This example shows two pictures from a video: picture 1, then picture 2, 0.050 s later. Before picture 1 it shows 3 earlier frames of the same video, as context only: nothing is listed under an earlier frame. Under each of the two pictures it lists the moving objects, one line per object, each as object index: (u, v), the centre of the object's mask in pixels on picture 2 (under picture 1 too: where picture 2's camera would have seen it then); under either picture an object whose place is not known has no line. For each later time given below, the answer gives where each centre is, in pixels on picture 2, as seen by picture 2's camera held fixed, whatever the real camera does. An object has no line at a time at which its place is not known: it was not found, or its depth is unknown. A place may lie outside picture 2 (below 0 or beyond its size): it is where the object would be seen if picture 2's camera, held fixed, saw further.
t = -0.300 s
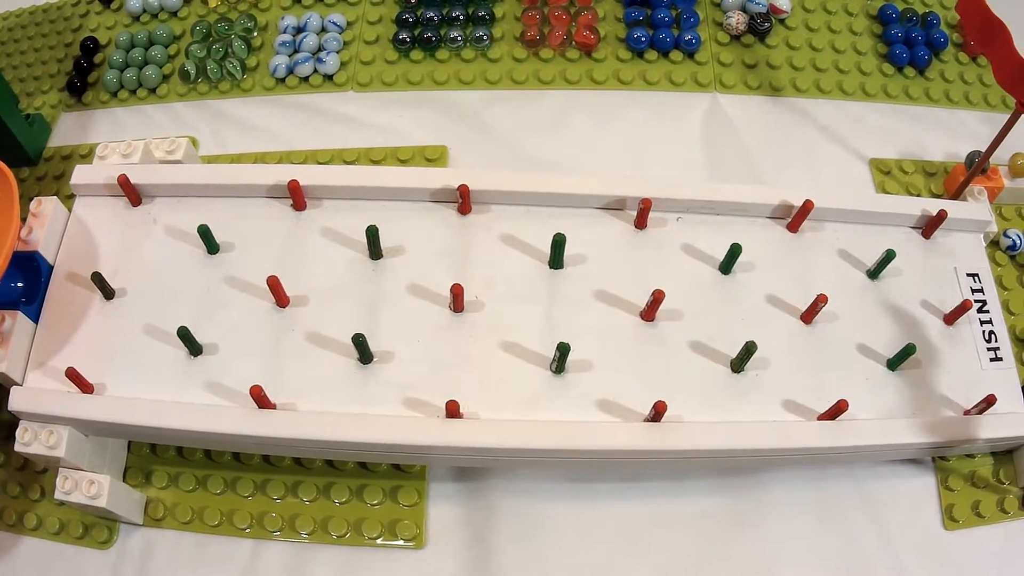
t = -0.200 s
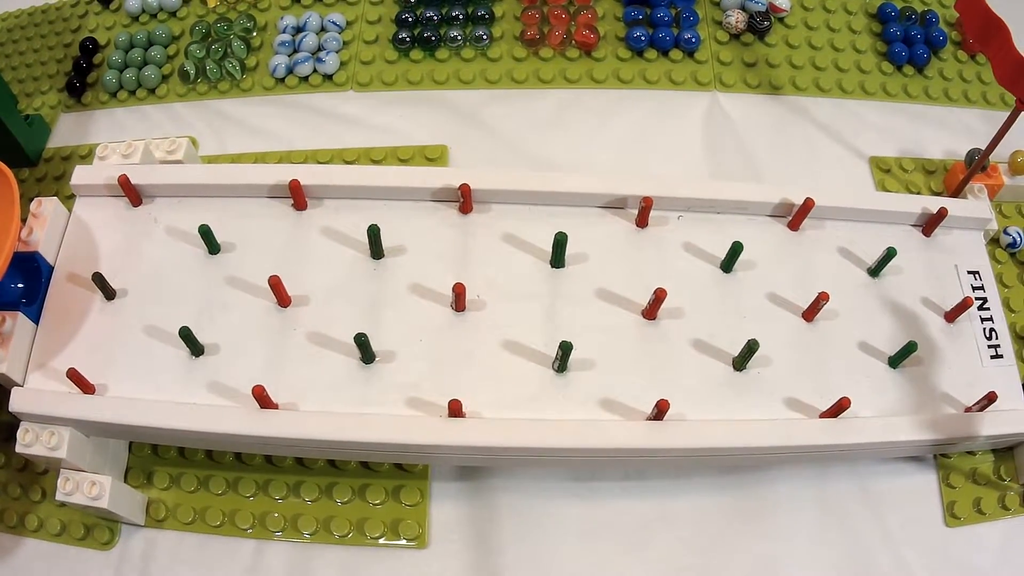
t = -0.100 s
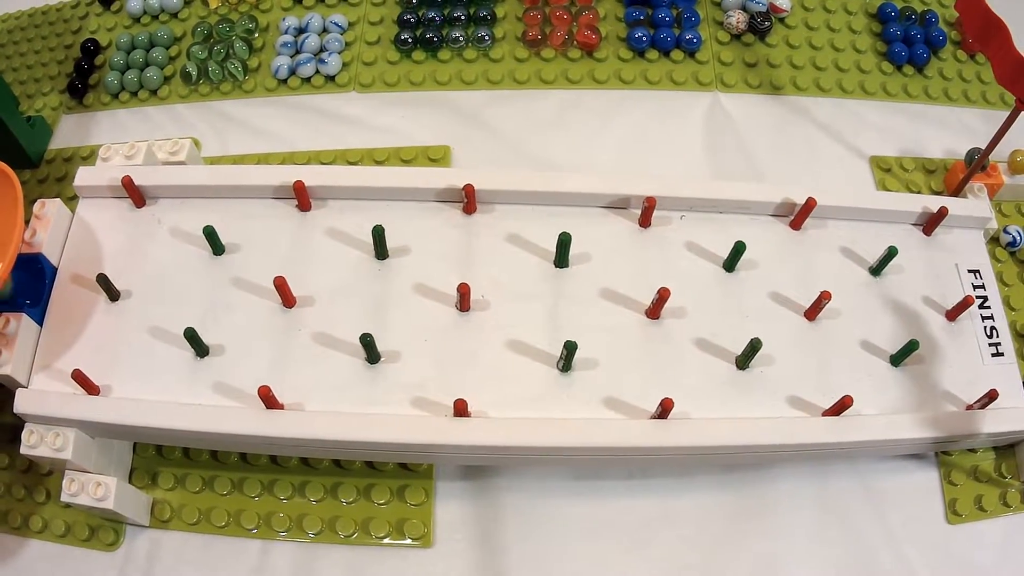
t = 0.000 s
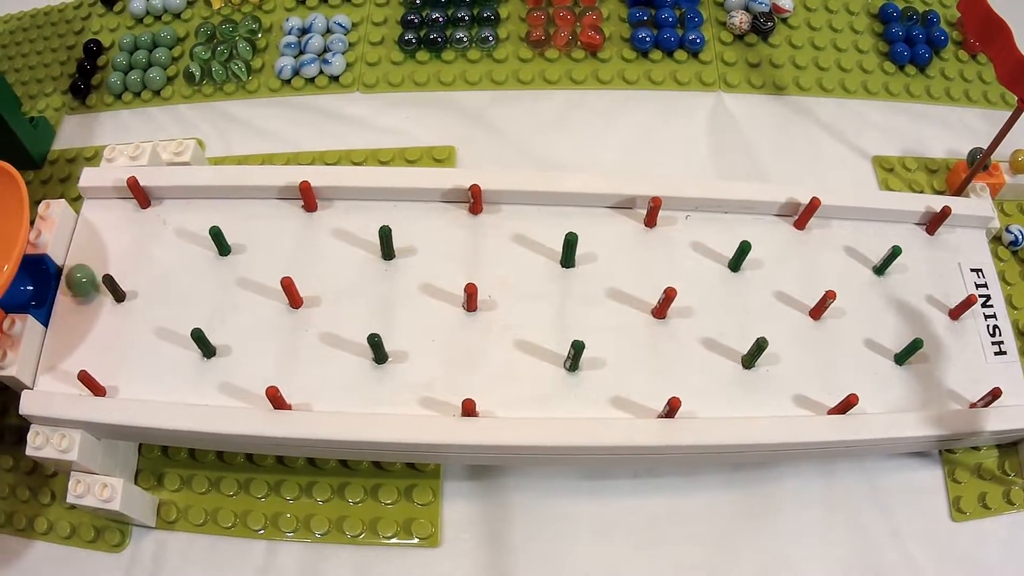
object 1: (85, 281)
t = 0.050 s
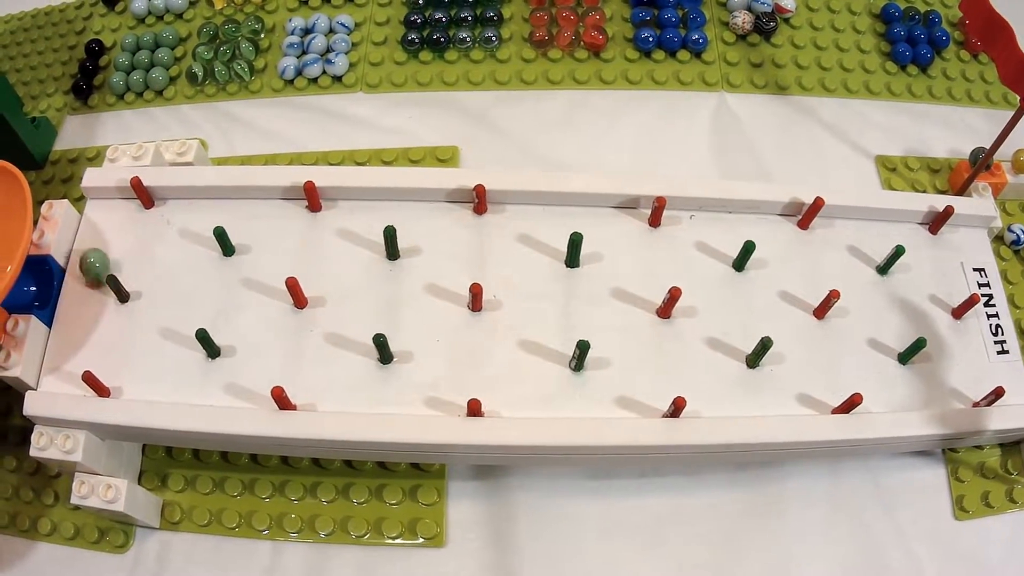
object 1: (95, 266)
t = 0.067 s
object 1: (92, 258)
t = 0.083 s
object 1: (90, 250)
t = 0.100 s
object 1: (90, 243)
